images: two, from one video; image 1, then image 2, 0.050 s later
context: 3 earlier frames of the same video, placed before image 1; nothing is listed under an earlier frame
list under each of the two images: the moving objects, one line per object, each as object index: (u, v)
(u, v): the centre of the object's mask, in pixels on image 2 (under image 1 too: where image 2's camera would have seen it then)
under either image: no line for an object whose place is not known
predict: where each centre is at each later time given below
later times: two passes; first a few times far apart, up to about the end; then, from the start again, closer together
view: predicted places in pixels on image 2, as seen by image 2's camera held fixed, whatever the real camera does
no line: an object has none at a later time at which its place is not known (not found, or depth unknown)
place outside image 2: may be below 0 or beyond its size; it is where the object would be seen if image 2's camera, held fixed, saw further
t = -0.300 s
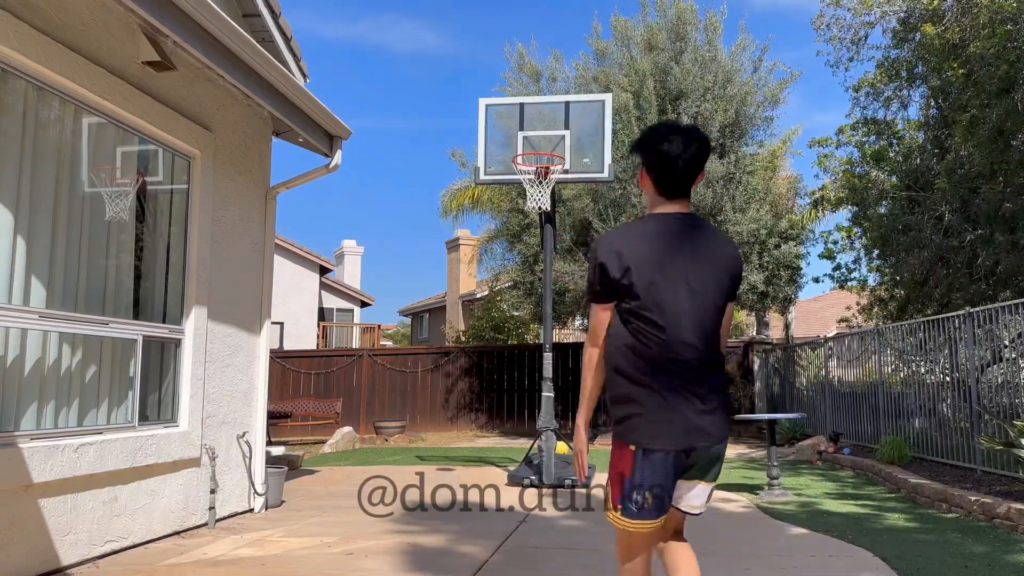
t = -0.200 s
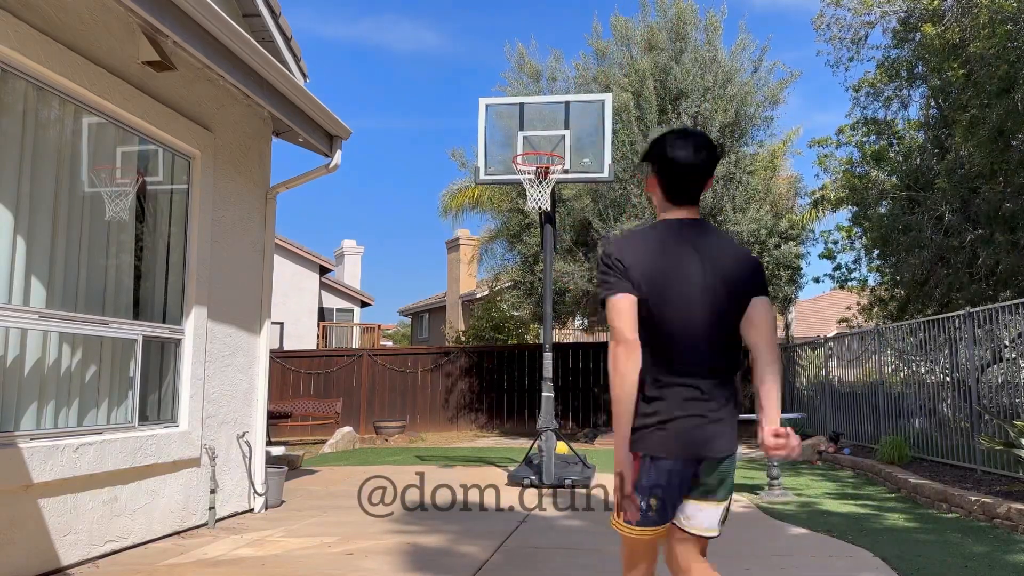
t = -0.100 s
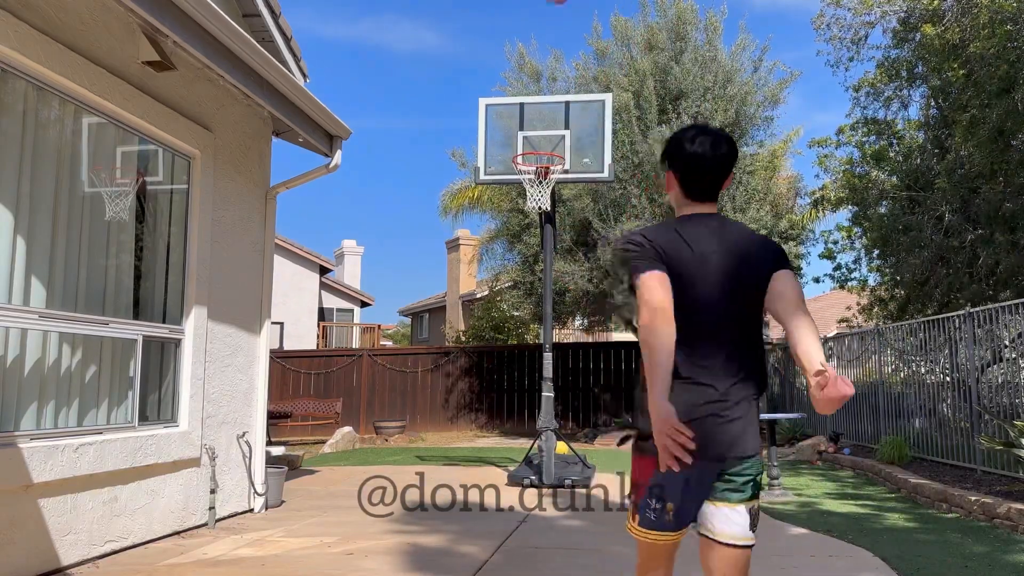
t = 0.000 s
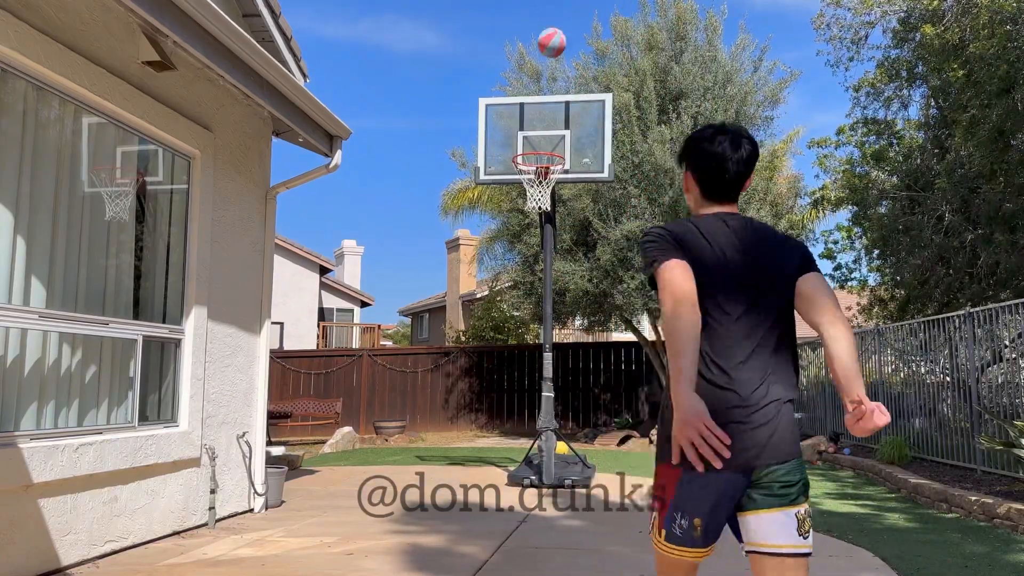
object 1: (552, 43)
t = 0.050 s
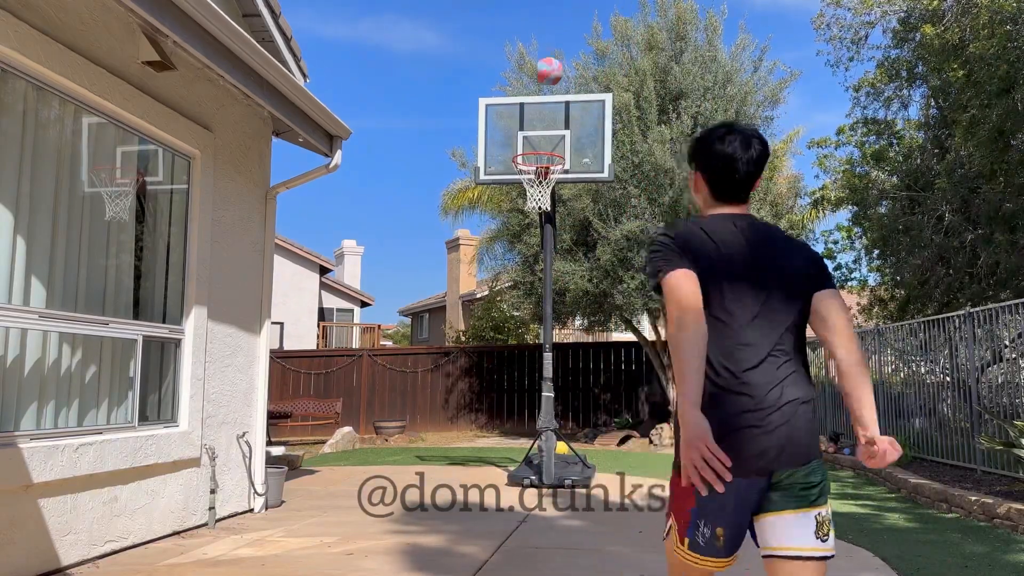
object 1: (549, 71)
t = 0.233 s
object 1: (538, 191)
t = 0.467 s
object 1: (531, 242)
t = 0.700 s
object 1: (521, 342)
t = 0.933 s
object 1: (498, 454)
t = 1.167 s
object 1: (383, 467)
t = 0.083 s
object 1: (547, 91)
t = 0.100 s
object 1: (546, 102)
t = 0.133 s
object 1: (544, 123)
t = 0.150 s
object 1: (543, 133)
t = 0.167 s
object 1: (543, 142)
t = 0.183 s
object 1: (542, 154)
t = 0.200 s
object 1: (541, 166)
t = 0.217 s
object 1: (540, 174)
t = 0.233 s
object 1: (538, 191)
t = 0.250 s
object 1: (538, 192)
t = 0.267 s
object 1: (538, 194)
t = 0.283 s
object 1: (537, 196)
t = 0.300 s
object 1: (537, 197)
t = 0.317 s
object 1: (536, 202)
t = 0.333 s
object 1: (536, 205)
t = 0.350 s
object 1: (536, 209)
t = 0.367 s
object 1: (534, 212)
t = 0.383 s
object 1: (534, 217)
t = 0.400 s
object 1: (533, 221)
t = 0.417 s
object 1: (532, 226)
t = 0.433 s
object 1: (532, 231)
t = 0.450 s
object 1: (531, 236)
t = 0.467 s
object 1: (531, 242)
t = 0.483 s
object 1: (530, 248)
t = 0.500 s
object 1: (529, 253)
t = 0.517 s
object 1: (529, 260)
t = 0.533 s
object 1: (528, 265)
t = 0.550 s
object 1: (528, 270)
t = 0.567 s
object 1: (527, 278)
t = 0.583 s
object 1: (526, 286)
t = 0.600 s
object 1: (525, 292)
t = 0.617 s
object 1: (524, 300)
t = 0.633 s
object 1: (524, 308)
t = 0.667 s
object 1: (523, 325)
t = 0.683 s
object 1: (522, 333)
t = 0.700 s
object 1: (521, 342)
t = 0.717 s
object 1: (521, 350)
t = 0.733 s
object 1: (520, 360)
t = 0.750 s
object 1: (520, 369)
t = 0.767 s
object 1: (519, 379)
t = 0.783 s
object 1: (519, 388)
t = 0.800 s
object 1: (518, 399)
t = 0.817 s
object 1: (518, 409)
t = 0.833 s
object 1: (517, 420)
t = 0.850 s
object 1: (517, 430)
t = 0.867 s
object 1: (517, 441)
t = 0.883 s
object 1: (517, 452)
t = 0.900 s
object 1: (513, 457)
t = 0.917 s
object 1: (505, 454)
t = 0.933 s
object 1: (498, 454)
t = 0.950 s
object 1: (489, 453)
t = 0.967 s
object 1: (480, 454)
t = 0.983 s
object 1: (472, 453)
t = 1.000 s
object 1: (464, 453)
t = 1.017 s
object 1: (456, 453)
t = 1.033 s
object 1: (448, 453)
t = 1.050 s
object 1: (440, 454)
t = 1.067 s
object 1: (432, 455)
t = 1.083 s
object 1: (424, 456)
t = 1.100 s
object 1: (415, 459)
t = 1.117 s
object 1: (407, 460)
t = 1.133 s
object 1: (400, 462)
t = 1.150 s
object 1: (391, 466)
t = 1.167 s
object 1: (383, 467)
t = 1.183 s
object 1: (376, 467)
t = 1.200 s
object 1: (370, 465)
